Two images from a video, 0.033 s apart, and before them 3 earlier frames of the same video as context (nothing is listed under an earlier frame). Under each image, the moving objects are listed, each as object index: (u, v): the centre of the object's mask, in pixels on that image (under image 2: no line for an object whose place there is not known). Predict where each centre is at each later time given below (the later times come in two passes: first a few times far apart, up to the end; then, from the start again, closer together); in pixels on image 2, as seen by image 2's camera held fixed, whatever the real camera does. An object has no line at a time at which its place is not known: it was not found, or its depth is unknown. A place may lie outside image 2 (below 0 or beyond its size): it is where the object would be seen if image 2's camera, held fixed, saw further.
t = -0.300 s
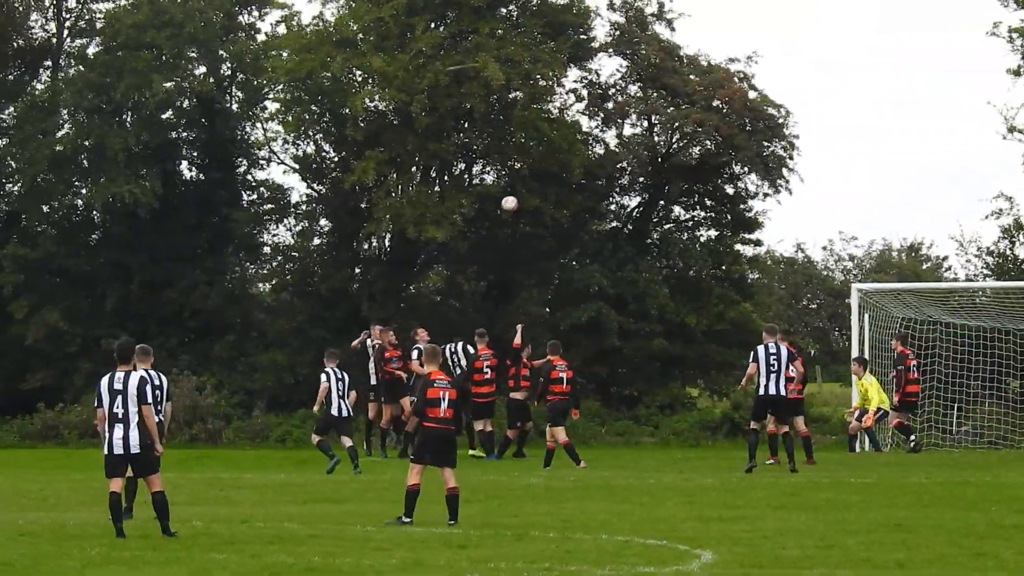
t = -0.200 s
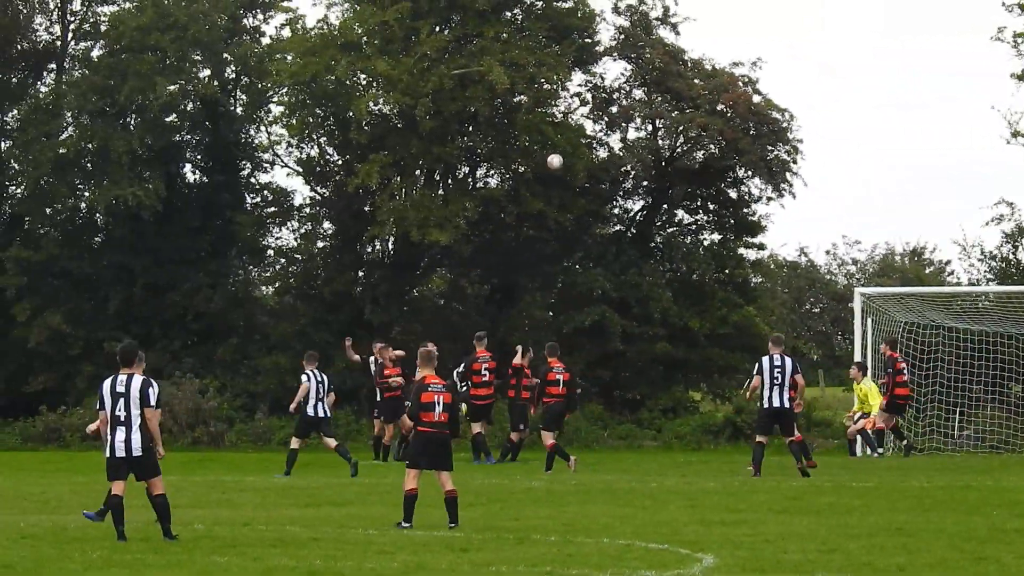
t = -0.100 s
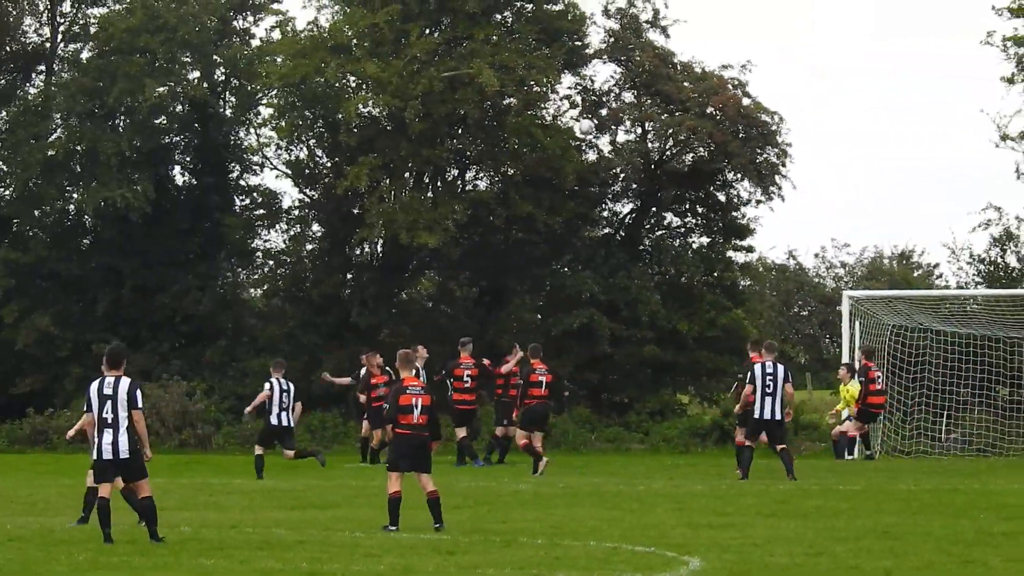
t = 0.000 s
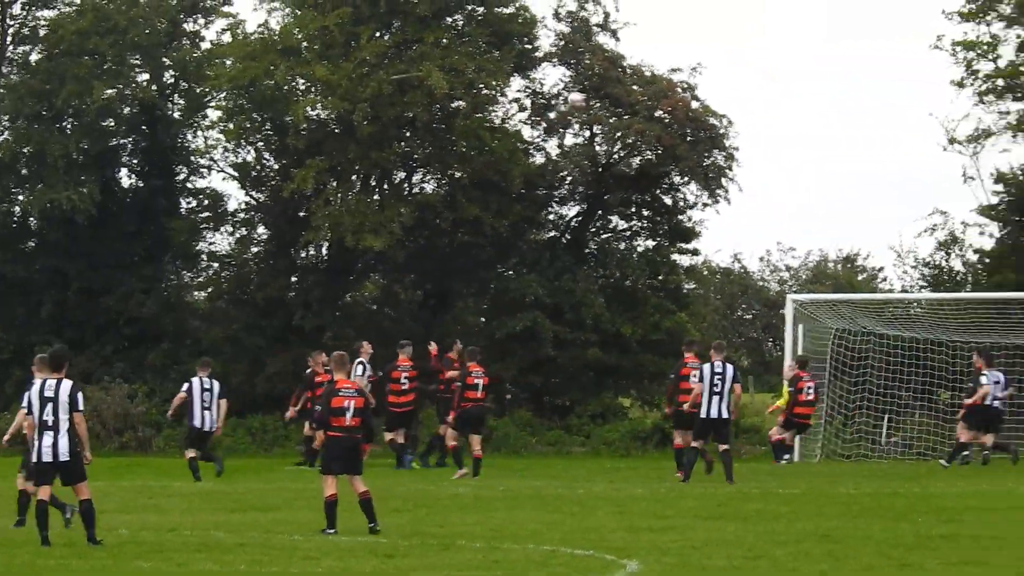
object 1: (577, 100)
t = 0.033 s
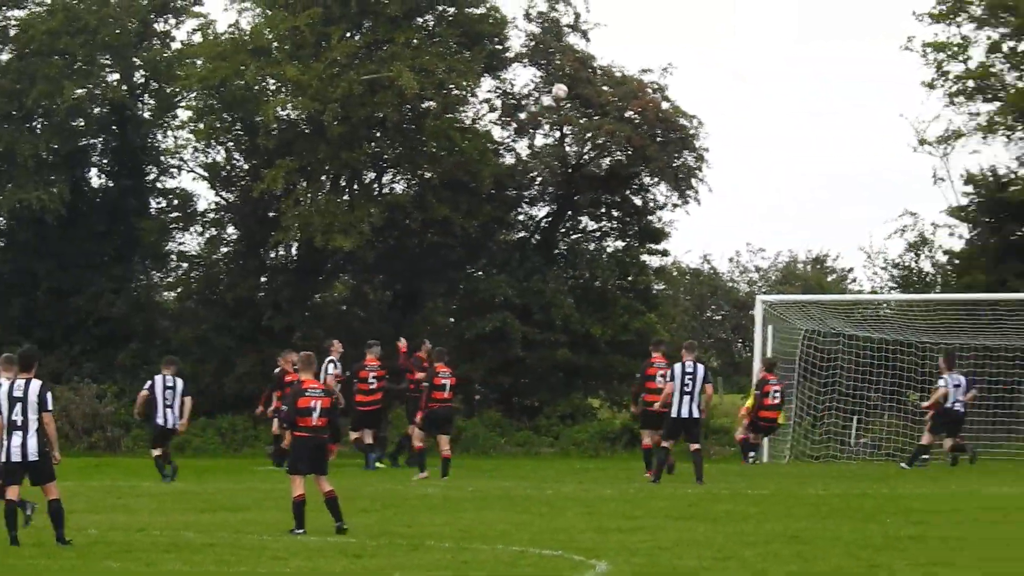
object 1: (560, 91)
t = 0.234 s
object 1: (643, 58)
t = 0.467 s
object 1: (739, 56)
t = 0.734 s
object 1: (847, 100)
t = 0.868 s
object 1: (895, 142)
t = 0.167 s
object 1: (615, 67)
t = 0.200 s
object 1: (630, 63)
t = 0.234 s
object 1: (643, 58)
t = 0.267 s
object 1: (657, 55)
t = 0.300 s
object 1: (671, 52)
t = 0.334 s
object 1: (686, 52)
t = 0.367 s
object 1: (699, 52)
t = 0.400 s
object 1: (712, 53)
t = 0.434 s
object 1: (726, 54)
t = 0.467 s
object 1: (739, 56)
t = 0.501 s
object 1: (753, 59)
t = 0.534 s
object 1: (766, 62)
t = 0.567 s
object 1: (779, 67)
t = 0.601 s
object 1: (793, 72)
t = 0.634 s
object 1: (806, 78)
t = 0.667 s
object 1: (820, 85)
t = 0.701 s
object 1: (833, 93)
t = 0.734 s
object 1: (847, 100)
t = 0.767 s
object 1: (859, 110)
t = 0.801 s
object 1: (871, 121)
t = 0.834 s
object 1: (883, 130)
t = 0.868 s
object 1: (895, 142)
